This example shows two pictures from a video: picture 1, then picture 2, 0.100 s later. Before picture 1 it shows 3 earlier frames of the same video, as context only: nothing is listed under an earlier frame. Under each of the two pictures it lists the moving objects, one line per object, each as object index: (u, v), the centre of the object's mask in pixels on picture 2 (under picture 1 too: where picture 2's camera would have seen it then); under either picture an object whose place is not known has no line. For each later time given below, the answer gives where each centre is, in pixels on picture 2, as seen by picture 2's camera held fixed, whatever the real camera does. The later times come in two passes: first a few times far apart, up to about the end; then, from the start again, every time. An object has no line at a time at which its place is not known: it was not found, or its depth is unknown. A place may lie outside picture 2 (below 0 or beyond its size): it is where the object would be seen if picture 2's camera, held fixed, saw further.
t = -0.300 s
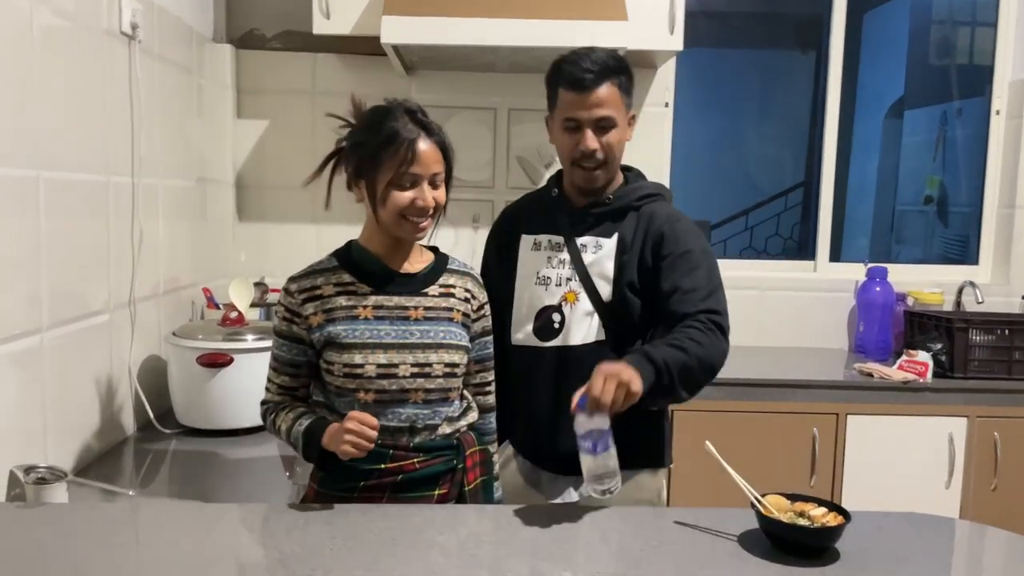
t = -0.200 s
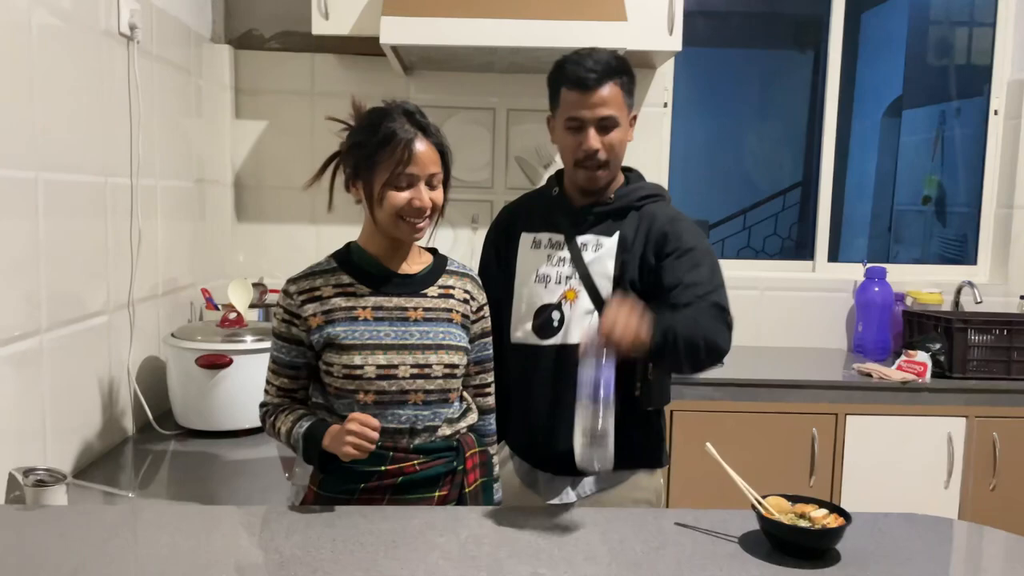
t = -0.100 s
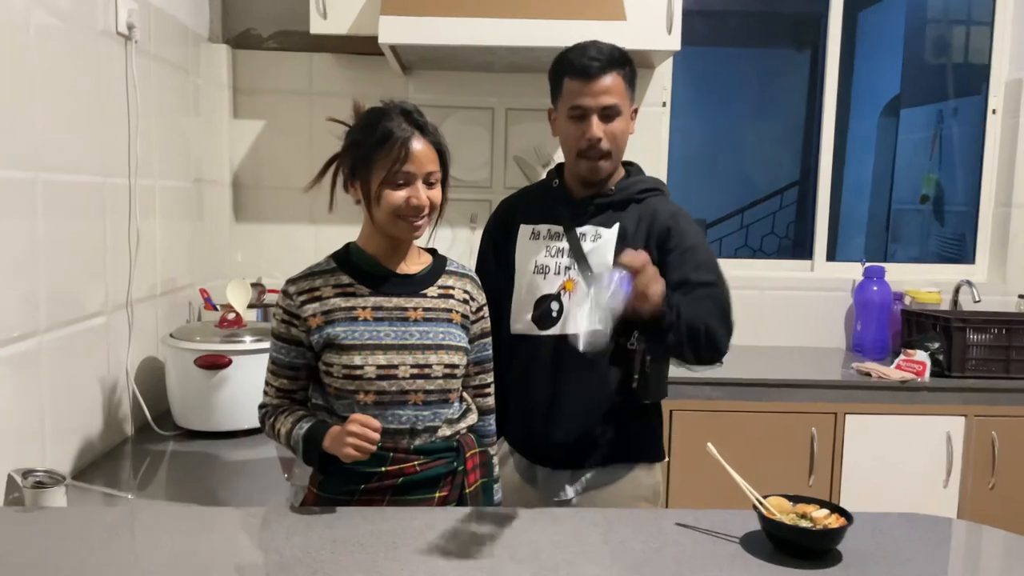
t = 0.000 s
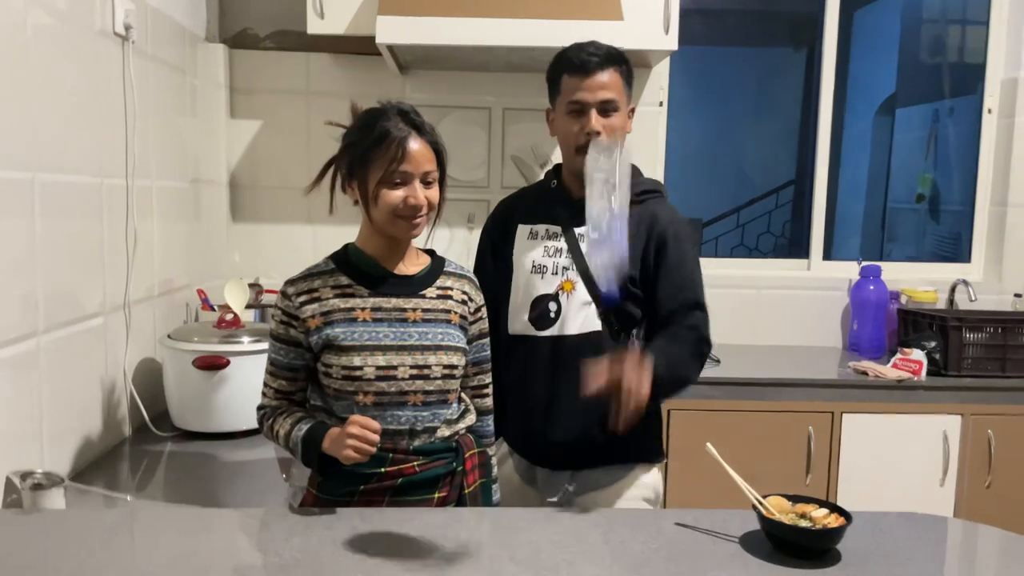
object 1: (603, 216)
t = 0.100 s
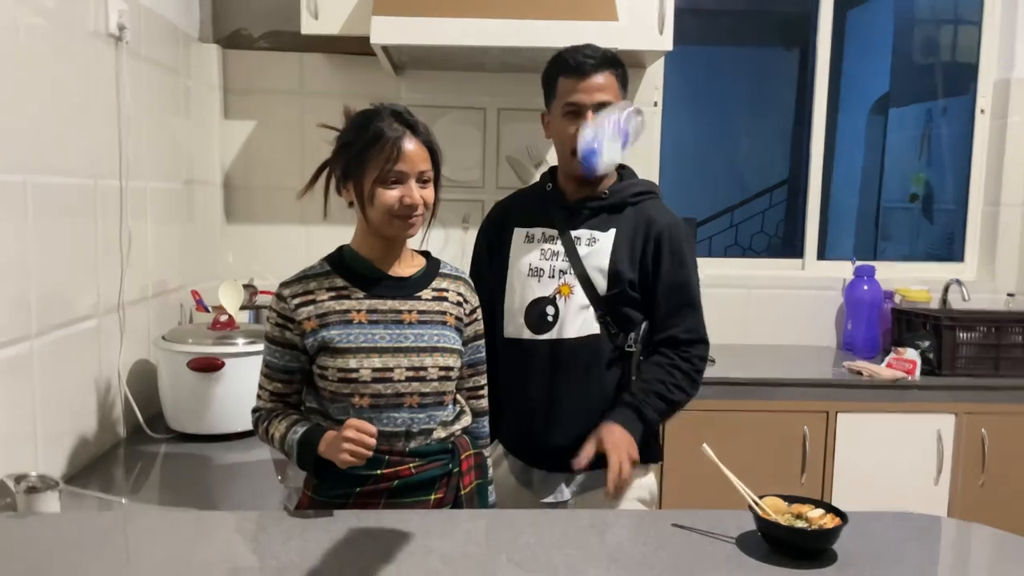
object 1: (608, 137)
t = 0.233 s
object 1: (621, 166)
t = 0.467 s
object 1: (631, 511)
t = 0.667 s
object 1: (631, 518)
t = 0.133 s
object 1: (612, 128)
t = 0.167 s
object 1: (616, 132)
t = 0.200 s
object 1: (619, 145)
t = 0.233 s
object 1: (621, 166)
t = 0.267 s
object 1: (625, 193)
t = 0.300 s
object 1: (628, 233)
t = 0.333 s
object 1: (630, 276)
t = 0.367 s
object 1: (631, 330)
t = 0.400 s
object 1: (632, 383)
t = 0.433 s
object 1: (633, 461)
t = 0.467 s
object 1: (631, 511)
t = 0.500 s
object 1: (632, 518)
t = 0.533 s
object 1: (634, 518)
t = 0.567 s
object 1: (634, 518)
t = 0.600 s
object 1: (633, 518)
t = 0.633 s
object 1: (632, 517)
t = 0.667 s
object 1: (631, 518)
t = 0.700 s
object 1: (629, 519)
